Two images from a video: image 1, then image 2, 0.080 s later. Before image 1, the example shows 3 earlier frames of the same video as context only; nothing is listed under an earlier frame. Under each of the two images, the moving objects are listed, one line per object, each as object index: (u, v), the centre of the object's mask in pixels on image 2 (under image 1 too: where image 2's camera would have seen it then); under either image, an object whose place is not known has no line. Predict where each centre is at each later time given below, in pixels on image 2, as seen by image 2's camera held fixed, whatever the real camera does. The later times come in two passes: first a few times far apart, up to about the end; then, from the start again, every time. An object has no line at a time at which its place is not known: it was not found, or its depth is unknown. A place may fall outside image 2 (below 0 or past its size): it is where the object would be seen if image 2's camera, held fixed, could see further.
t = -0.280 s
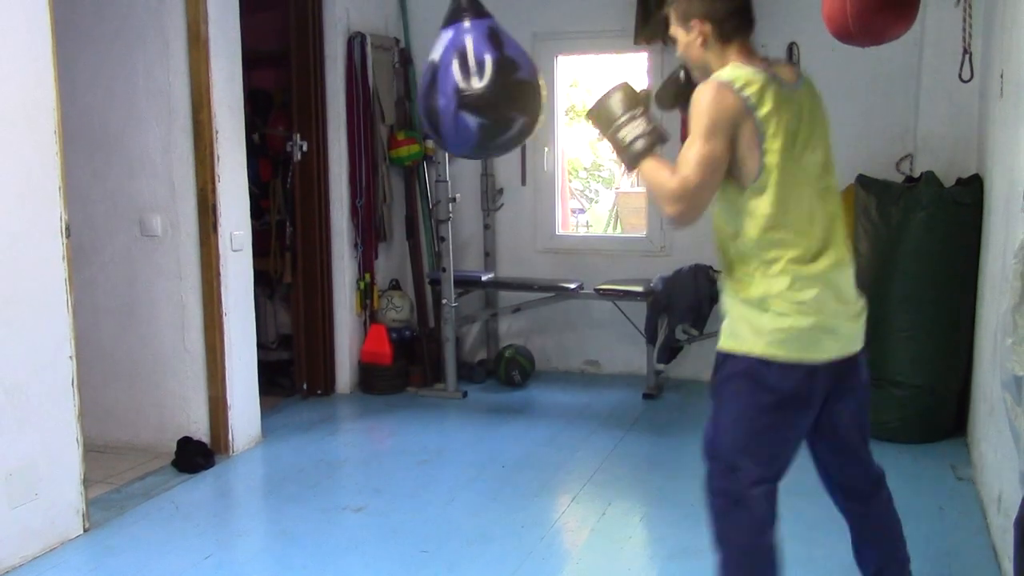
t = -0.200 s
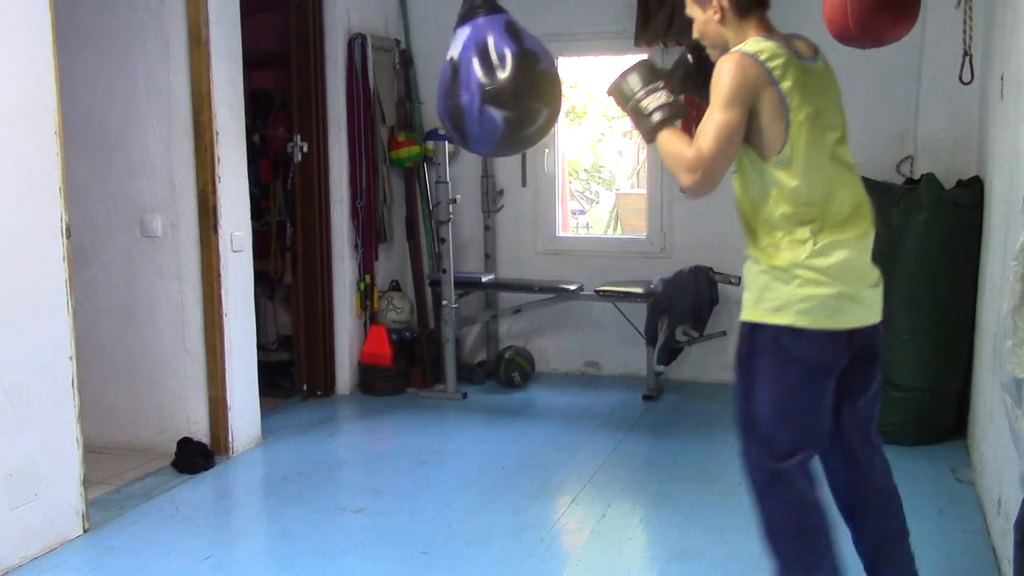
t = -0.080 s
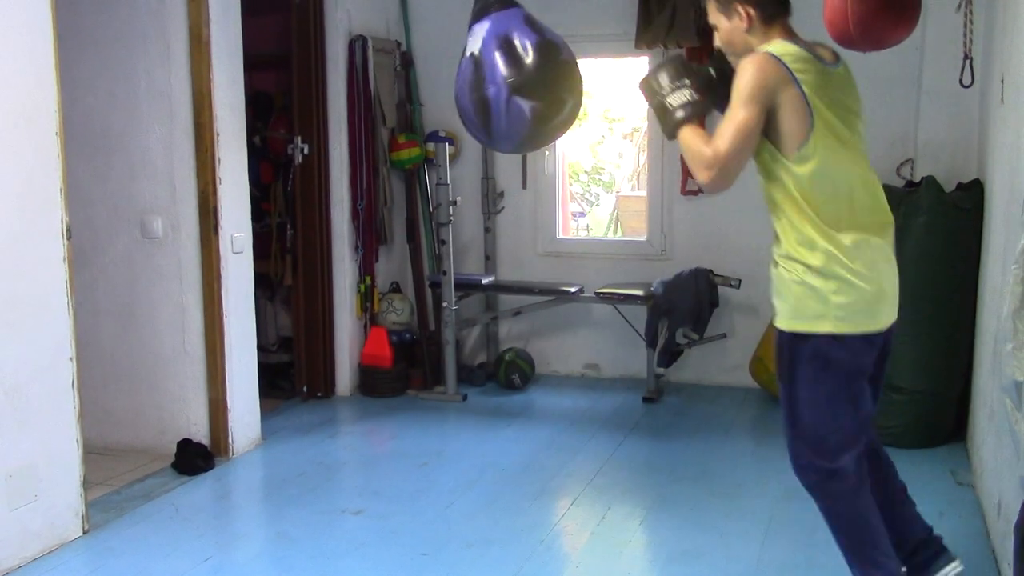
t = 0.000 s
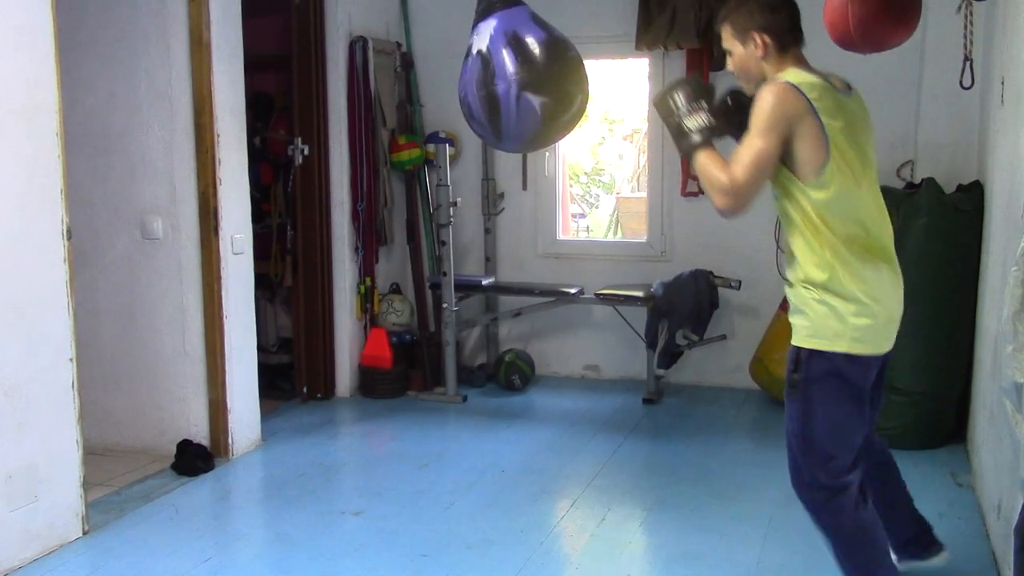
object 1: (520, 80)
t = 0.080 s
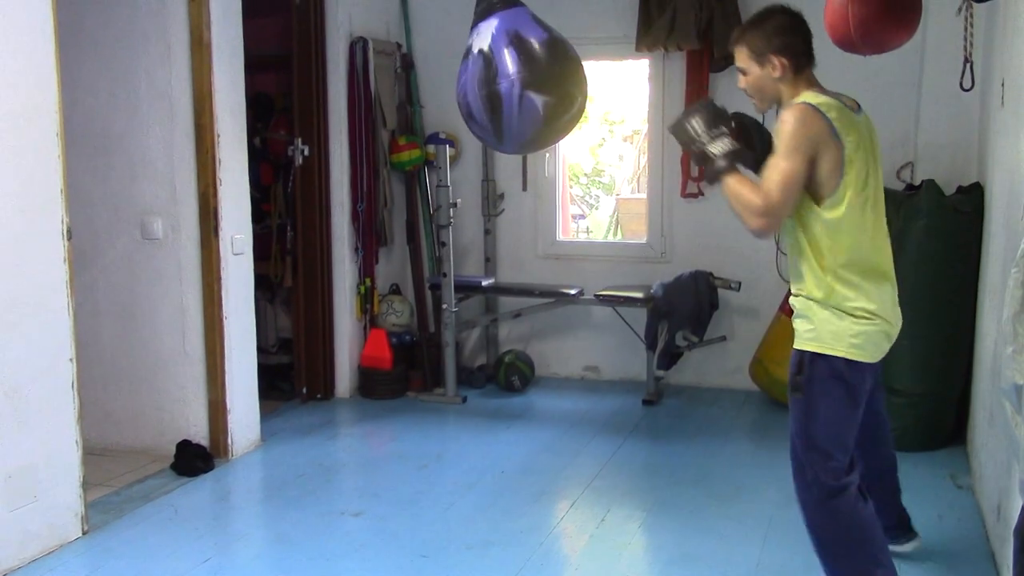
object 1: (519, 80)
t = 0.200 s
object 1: (504, 83)
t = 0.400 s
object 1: (456, 91)
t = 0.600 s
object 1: (400, 91)
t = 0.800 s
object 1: (363, 82)
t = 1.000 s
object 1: (357, 81)
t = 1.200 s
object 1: (384, 87)
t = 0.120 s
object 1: (515, 81)
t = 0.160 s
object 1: (510, 82)
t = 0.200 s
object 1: (504, 83)
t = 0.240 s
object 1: (496, 85)
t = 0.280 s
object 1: (488, 86)
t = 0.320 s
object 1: (478, 88)
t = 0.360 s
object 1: (468, 90)
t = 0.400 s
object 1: (456, 91)
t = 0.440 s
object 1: (445, 92)
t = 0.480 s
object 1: (434, 93)
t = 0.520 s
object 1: (423, 93)
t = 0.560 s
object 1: (411, 91)
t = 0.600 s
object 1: (400, 91)
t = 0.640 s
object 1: (390, 89)
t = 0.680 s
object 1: (382, 87)
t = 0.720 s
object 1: (374, 86)
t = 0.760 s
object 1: (368, 84)
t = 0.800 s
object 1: (363, 82)
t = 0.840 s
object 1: (358, 82)
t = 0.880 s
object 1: (356, 81)
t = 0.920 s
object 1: (355, 80)
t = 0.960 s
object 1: (355, 80)
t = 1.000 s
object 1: (357, 81)
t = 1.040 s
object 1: (359, 82)
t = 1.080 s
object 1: (364, 83)
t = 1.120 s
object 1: (369, 84)
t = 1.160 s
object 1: (376, 86)
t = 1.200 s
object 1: (384, 87)
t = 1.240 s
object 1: (393, 89)
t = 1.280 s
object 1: (403, 91)
